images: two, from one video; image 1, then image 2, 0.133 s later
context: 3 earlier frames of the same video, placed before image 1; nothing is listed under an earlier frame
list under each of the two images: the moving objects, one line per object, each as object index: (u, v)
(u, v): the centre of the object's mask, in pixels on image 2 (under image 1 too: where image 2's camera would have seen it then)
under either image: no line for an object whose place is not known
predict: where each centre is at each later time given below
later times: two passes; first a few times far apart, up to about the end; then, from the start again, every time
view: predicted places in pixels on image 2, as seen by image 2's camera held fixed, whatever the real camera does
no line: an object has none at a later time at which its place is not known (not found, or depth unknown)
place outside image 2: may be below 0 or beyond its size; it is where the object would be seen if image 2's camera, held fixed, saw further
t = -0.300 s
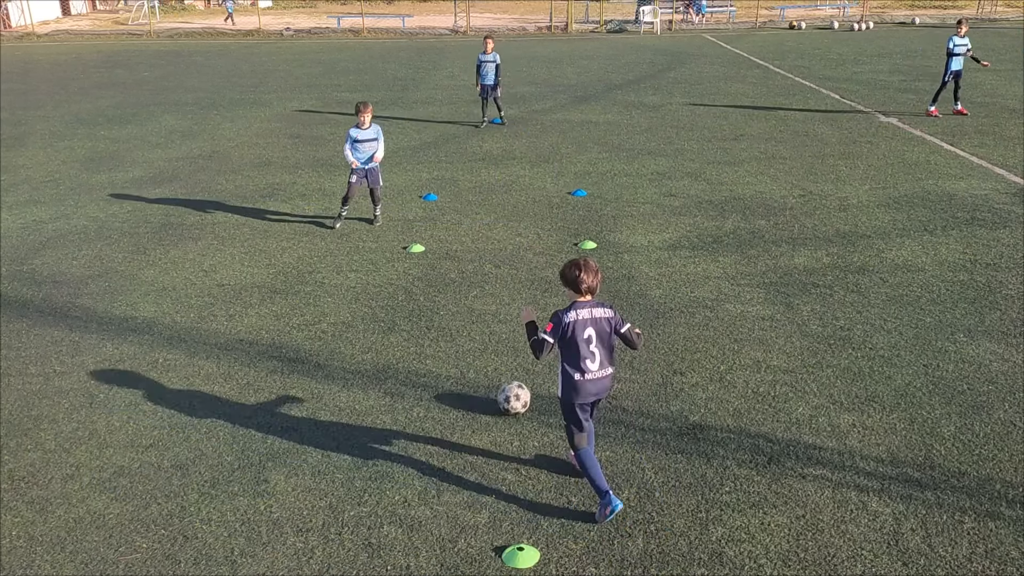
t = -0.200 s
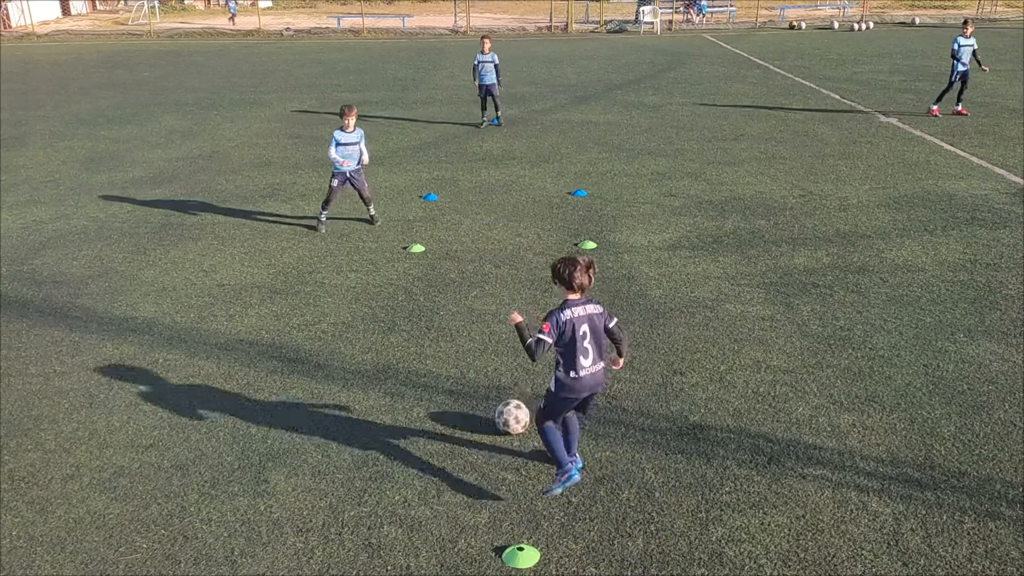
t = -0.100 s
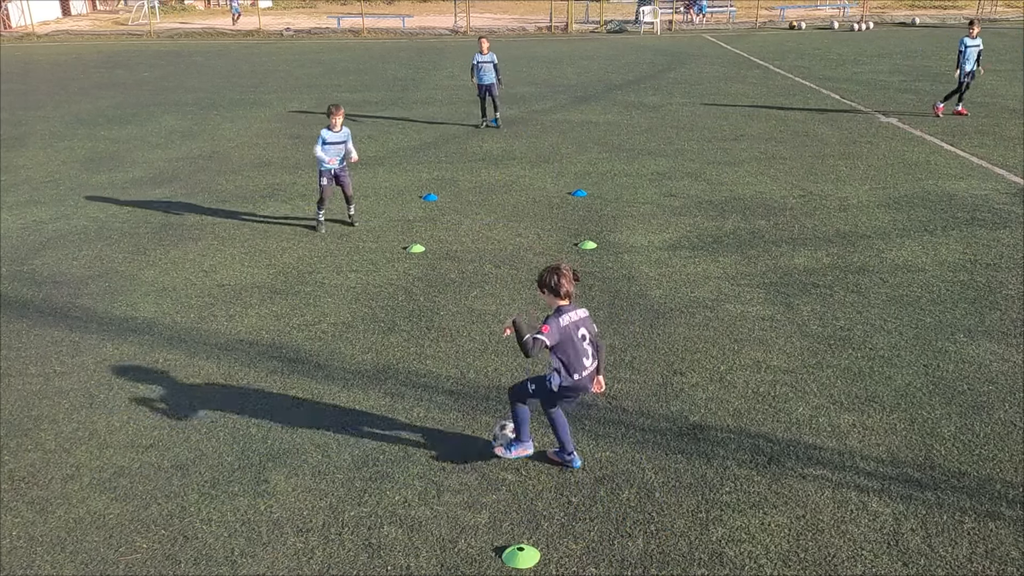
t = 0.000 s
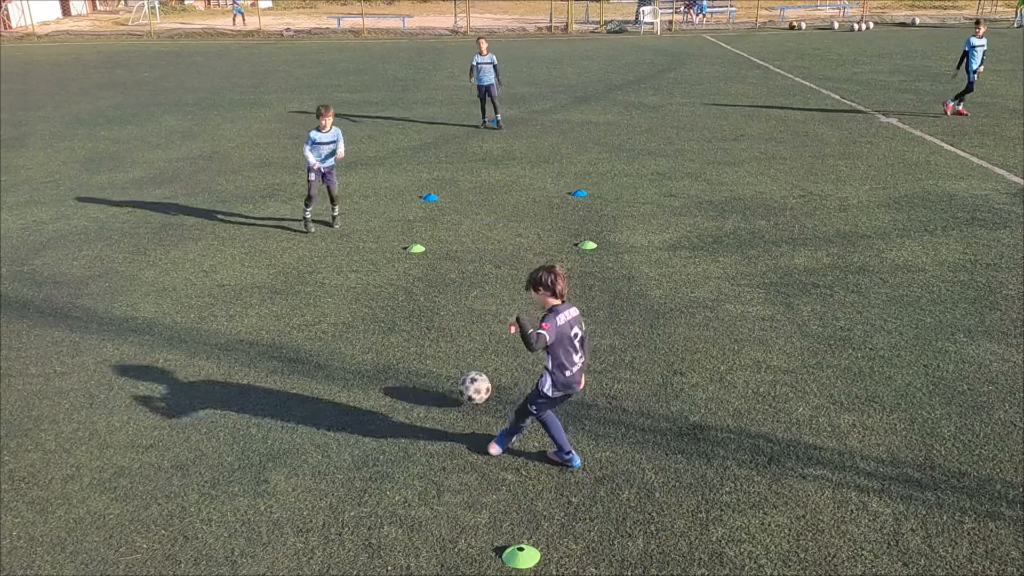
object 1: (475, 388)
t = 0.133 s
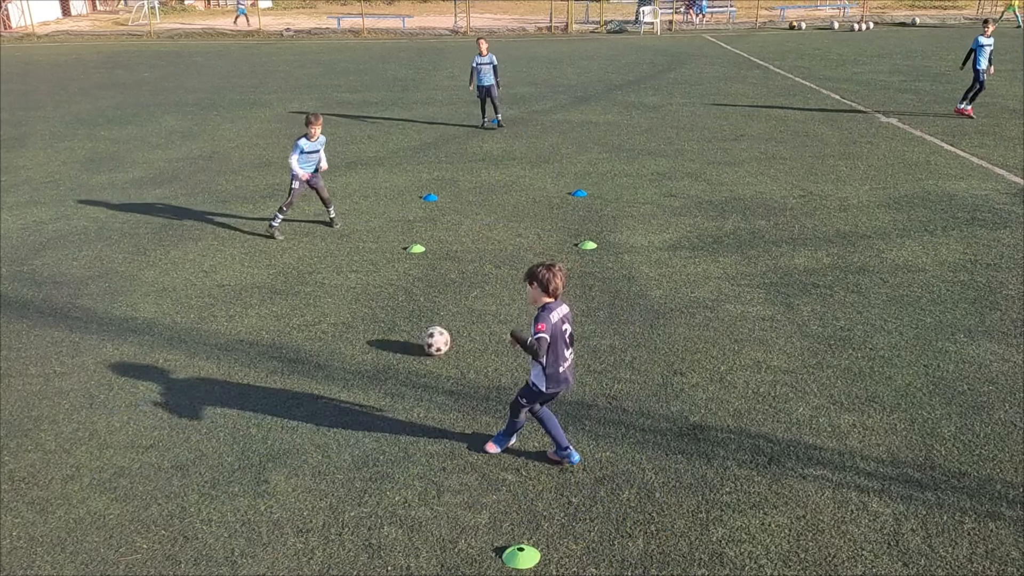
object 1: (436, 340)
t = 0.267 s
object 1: (411, 300)
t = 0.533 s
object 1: (375, 256)
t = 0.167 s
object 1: (429, 328)
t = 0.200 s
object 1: (423, 317)
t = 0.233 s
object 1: (416, 308)
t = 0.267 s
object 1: (411, 300)
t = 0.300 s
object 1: (405, 294)
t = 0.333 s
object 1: (400, 291)
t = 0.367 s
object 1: (395, 284)
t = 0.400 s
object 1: (390, 276)
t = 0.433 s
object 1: (387, 269)
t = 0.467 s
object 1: (383, 263)
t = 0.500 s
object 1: (379, 259)
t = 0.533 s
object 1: (375, 256)
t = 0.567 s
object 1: (372, 255)
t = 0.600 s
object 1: (369, 250)
